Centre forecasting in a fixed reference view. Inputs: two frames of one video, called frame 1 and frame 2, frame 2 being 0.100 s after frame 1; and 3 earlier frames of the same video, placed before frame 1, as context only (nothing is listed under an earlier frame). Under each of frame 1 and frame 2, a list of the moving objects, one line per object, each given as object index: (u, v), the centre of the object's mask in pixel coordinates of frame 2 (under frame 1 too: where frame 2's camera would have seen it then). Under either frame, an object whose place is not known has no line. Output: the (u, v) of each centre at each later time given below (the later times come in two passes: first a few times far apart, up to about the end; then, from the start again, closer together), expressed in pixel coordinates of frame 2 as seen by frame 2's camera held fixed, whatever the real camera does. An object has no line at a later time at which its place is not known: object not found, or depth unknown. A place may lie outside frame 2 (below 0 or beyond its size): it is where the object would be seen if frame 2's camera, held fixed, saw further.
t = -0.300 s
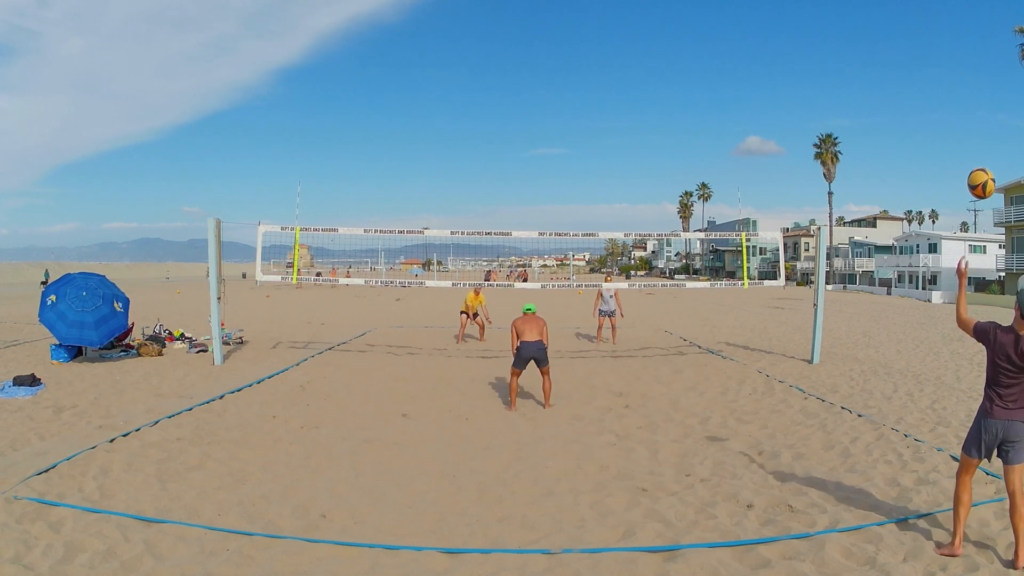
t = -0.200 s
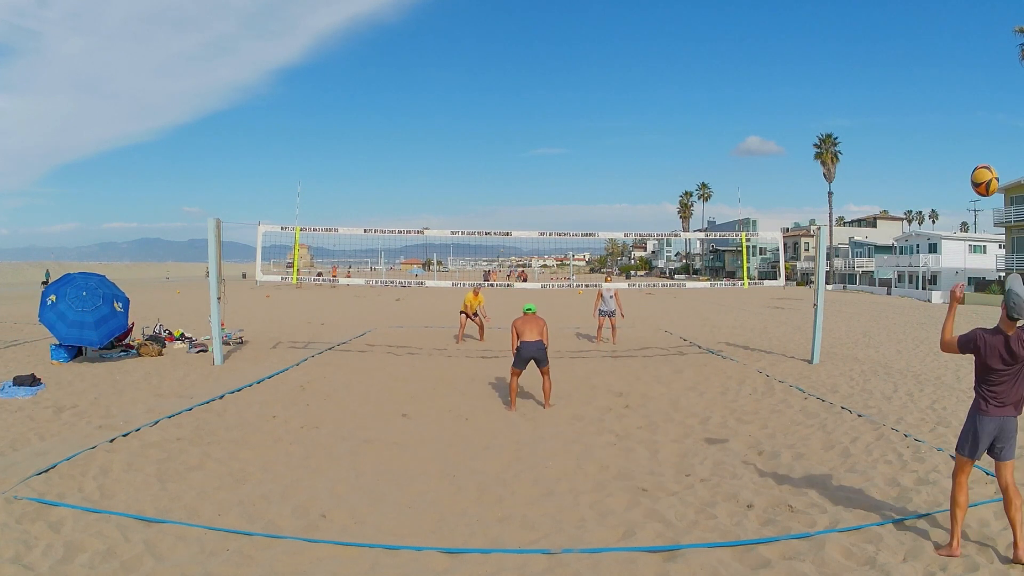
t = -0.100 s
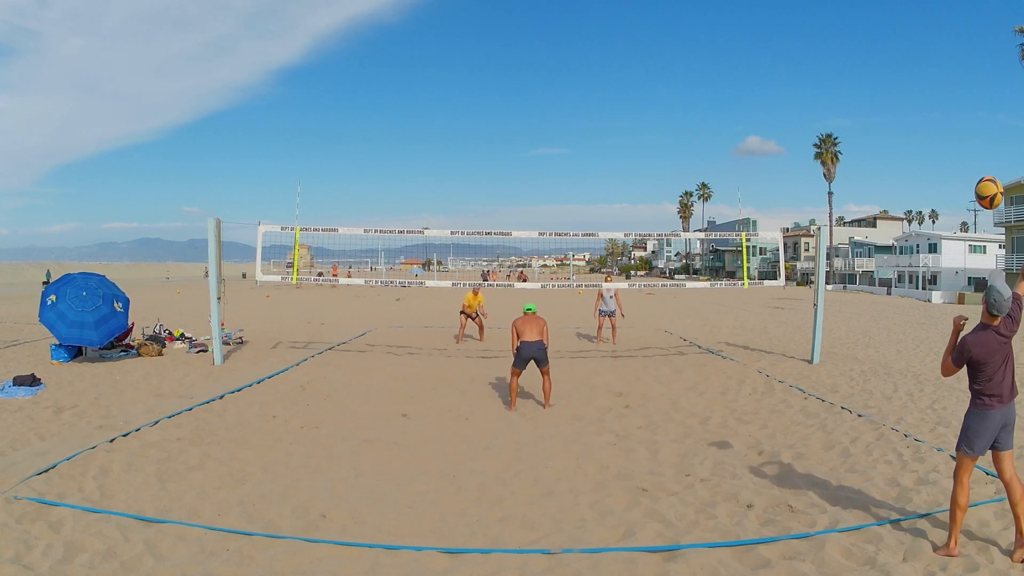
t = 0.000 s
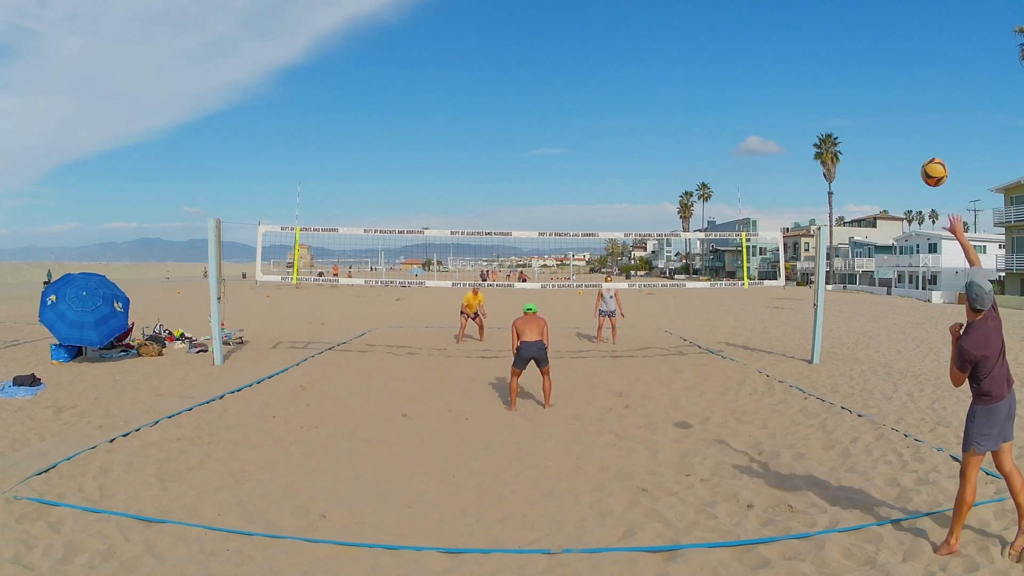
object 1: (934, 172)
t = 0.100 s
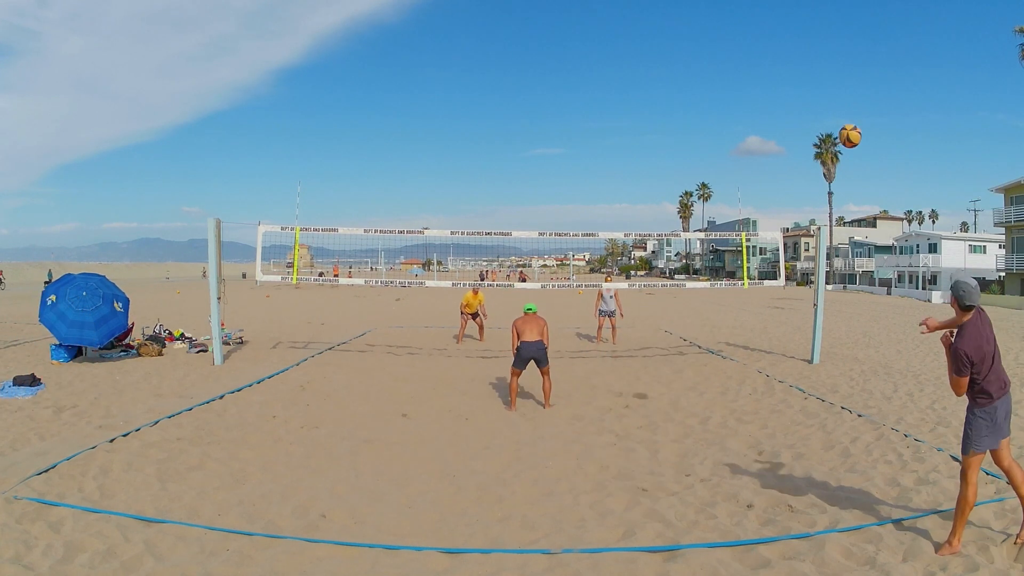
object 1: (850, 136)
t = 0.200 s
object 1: (790, 123)
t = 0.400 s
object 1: (710, 130)
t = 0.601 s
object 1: (663, 162)
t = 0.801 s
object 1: (635, 203)
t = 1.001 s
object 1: (615, 249)
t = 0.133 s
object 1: (827, 129)
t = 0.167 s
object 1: (807, 125)
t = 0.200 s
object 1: (790, 123)
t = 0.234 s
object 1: (773, 121)
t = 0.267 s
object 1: (758, 121)
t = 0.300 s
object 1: (745, 122)
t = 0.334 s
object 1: (732, 124)
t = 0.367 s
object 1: (721, 127)
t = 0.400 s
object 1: (710, 130)
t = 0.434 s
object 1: (701, 135)
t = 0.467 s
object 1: (692, 139)
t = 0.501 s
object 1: (684, 144)
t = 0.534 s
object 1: (677, 150)
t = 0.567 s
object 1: (670, 156)
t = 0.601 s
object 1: (663, 162)
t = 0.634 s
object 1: (658, 168)
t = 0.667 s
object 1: (652, 174)
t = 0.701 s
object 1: (647, 181)
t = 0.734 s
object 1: (643, 189)
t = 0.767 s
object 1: (639, 196)
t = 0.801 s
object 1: (635, 203)
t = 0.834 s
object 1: (631, 210)
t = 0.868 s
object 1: (628, 218)
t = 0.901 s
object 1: (625, 226)
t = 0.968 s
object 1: (618, 242)
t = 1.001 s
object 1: (615, 249)
